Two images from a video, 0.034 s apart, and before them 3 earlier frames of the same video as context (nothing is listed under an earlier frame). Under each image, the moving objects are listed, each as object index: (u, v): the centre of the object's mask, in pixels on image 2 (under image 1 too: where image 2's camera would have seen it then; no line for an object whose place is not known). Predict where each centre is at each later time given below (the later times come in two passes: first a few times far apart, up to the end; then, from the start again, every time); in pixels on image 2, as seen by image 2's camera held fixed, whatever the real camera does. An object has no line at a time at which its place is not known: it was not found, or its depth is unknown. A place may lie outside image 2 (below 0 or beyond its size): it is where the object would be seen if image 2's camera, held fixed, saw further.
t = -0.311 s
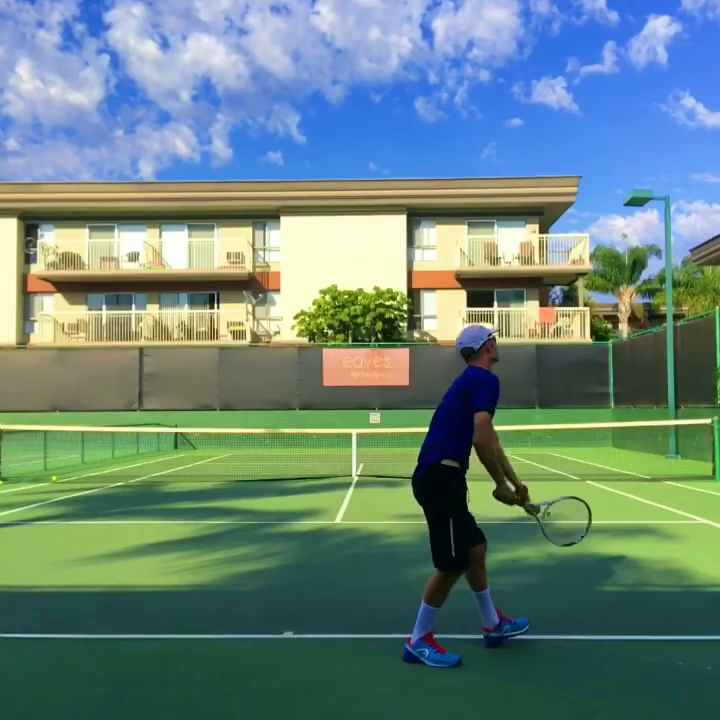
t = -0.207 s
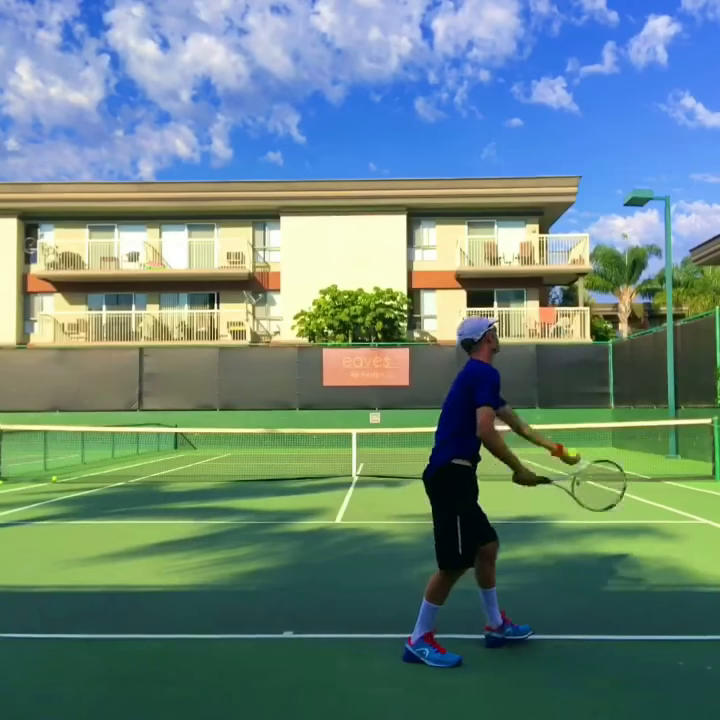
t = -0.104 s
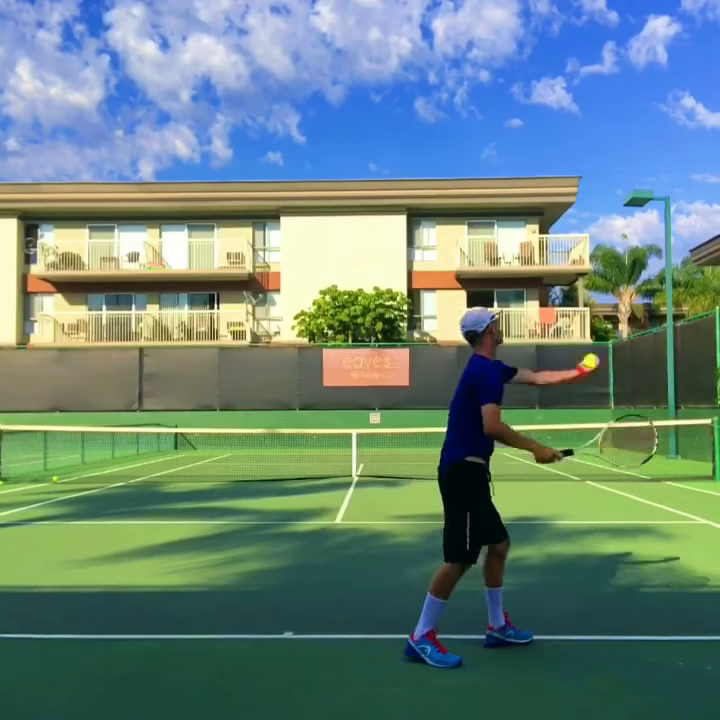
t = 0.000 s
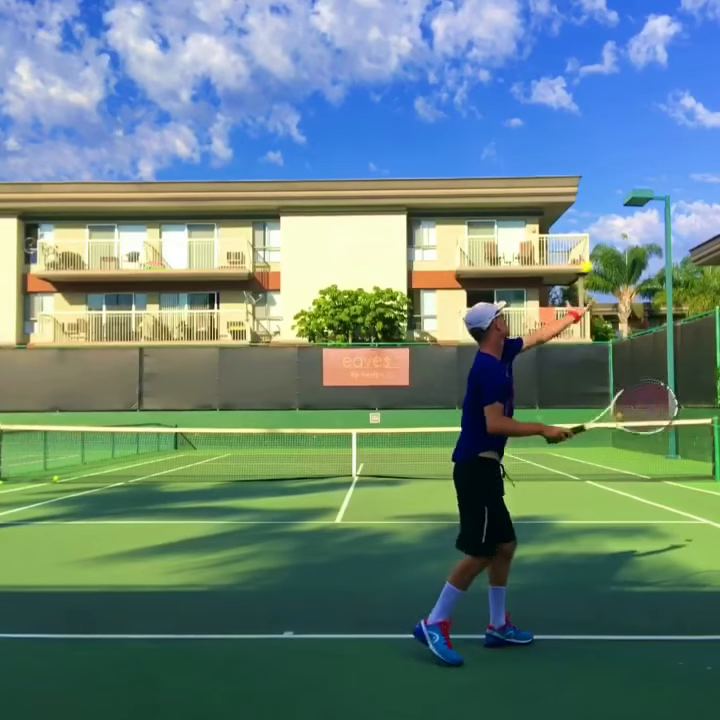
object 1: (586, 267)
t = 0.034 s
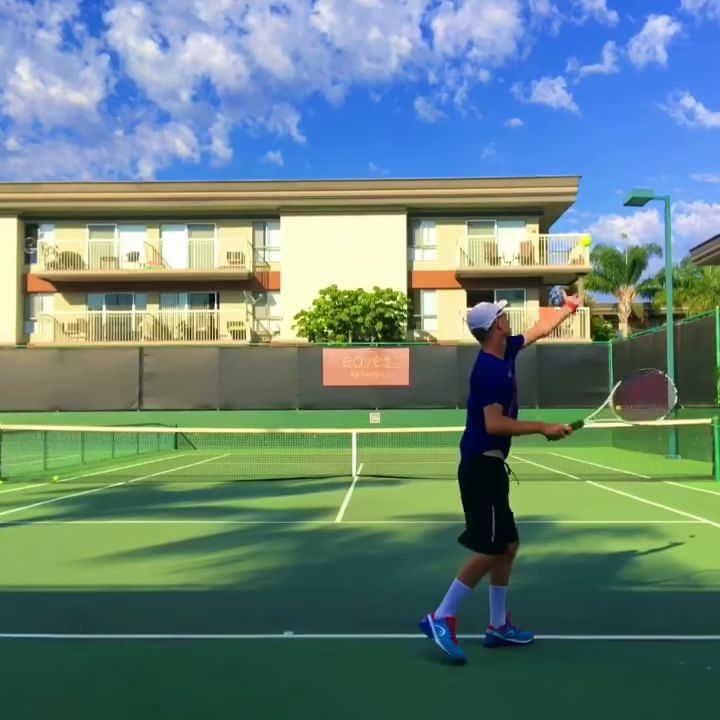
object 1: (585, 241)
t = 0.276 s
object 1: (576, 121)
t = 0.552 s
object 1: (566, 107)
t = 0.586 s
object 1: (565, 113)
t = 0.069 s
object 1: (584, 217)
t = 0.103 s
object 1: (582, 195)
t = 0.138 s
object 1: (581, 176)
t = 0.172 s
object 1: (580, 159)
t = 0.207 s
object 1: (579, 144)
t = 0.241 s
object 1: (577, 131)
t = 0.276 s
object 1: (576, 121)
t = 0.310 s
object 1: (575, 112)
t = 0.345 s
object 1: (574, 106)
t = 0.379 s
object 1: (572, 102)
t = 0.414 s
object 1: (570, 99)
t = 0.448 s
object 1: (569, 98)
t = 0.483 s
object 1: (568, 99)
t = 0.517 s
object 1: (567, 102)
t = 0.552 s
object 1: (566, 107)
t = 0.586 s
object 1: (565, 113)
